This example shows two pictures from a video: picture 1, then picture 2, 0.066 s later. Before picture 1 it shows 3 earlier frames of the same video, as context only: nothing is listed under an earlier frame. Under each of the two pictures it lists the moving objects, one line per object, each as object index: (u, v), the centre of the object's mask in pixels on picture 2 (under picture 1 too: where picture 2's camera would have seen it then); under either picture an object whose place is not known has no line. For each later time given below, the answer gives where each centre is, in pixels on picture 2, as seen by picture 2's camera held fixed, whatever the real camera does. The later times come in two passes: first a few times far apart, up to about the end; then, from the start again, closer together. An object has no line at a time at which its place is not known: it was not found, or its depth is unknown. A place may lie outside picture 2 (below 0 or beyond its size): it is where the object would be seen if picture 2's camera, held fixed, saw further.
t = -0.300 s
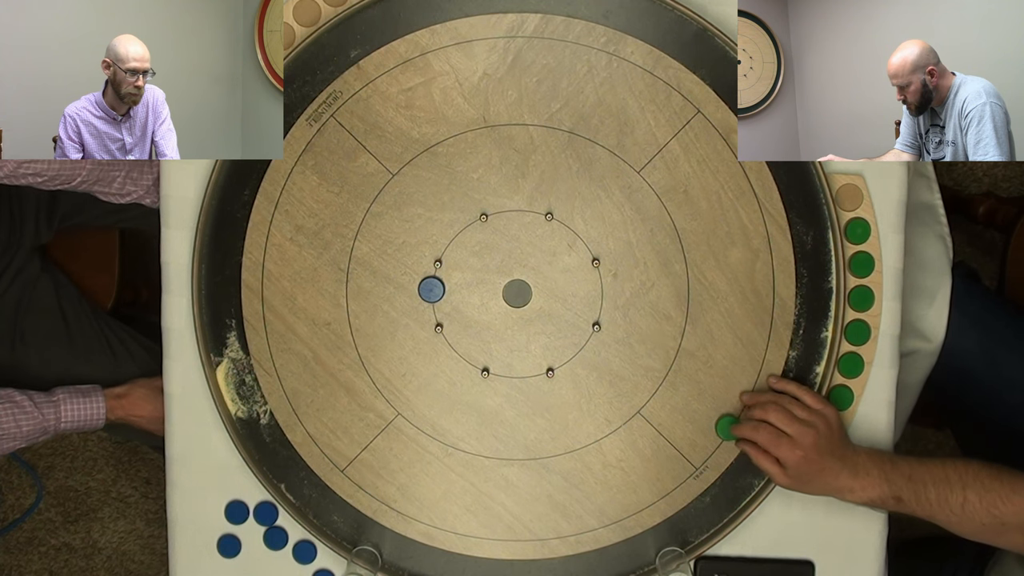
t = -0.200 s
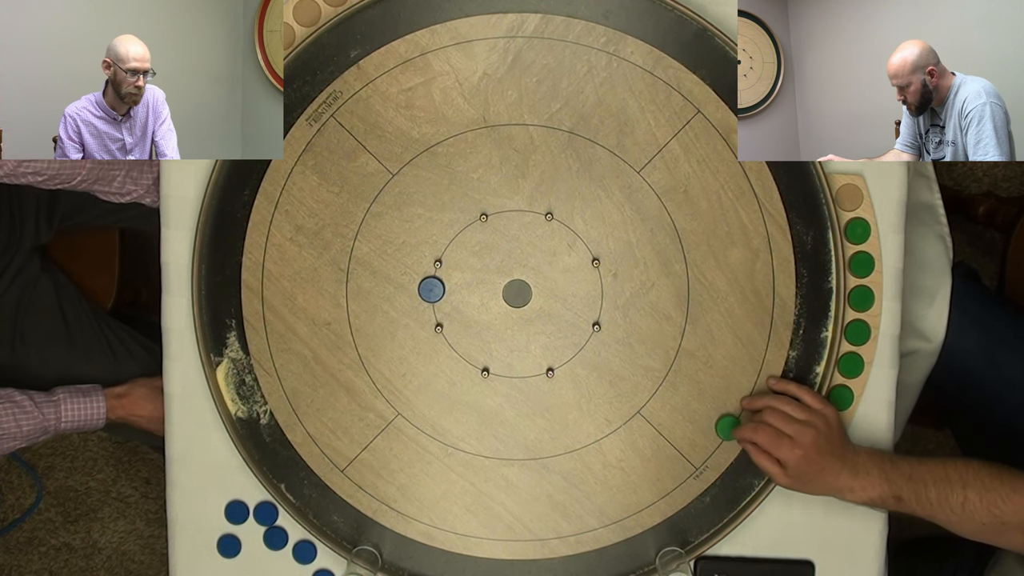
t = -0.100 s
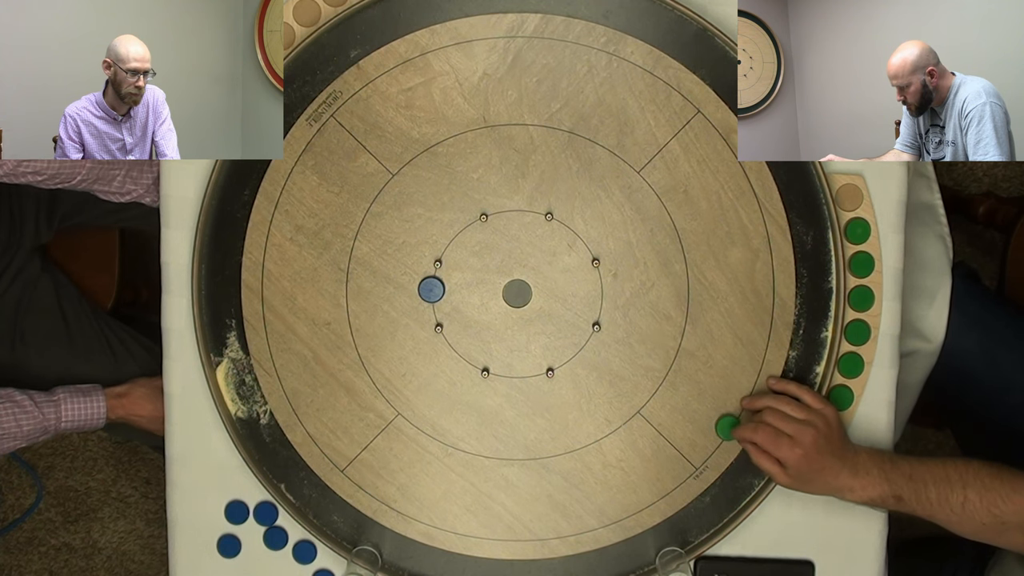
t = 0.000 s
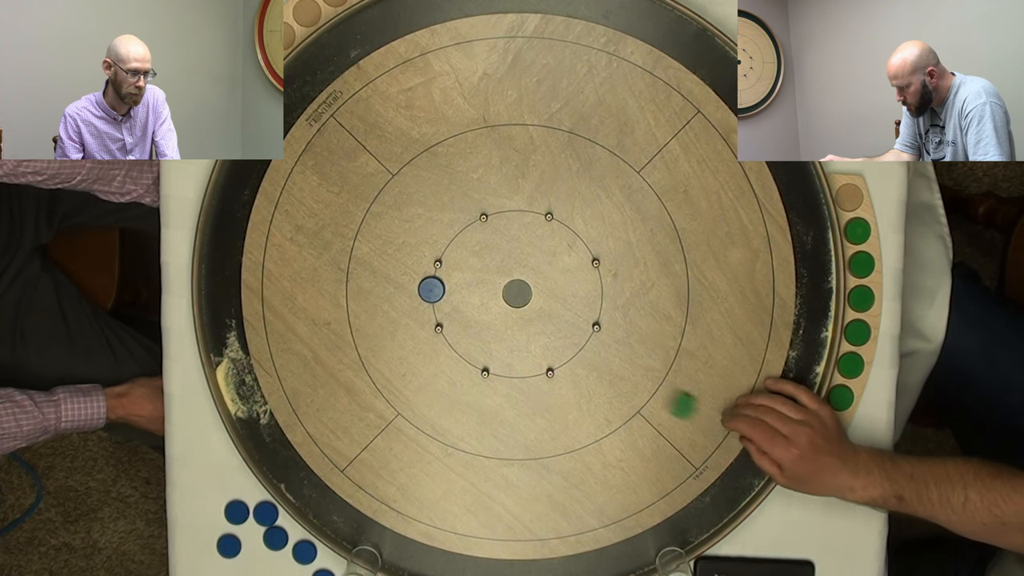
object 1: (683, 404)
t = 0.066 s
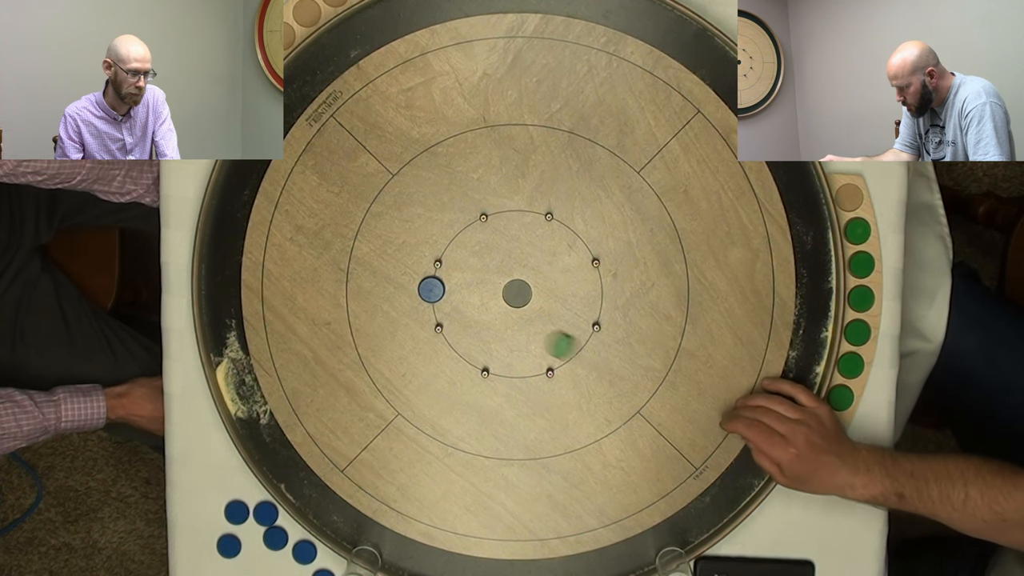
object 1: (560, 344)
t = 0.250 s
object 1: (479, 268)
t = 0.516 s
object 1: (533, 257)
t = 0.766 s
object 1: (557, 251)
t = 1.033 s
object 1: (565, 252)
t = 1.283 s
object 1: (565, 249)
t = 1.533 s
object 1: (564, 249)
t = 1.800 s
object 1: (564, 249)
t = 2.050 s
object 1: (564, 249)
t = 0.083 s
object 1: (531, 330)
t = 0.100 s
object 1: (503, 317)
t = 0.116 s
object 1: (474, 303)
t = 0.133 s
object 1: (457, 292)
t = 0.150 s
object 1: (454, 285)
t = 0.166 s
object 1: (453, 278)
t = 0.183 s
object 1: (454, 273)
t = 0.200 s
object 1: (460, 271)
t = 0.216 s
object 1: (467, 270)
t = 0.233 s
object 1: (473, 269)
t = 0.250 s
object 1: (479, 268)
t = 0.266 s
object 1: (484, 267)
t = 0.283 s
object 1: (489, 266)
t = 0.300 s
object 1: (494, 265)
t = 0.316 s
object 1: (498, 264)
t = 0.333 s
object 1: (502, 264)
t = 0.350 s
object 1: (506, 263)
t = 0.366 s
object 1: (510, 262)
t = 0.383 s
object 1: (513, 262)
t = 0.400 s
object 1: (516, 261)
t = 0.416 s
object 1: (519, 260)
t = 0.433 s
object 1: (521, 260)
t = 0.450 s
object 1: (524, 259)
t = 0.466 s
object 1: (526, 258)
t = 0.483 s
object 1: (528, 258)
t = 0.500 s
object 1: (531, 257)
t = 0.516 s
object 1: (533, 257)
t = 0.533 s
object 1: (535, 256)
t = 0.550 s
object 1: (536, 256)
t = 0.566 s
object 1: (538, 255)
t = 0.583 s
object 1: (540, 255)
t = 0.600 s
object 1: (542, 255)
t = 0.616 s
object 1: (544, 254)
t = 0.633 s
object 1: (545, 254)
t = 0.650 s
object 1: (547, 253)
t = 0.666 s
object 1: (549, 253)
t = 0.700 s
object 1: (552, 252)
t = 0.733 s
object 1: (555, 252)
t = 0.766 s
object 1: (557, 251)
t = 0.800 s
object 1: (559, 251)
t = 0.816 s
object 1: (560, 252)
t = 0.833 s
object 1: (561, 252)
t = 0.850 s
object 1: (562, 252)
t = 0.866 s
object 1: (562, 252)
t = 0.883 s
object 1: (562, 252)
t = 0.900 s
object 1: (562, 253)
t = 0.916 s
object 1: (562, 253)
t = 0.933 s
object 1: (563, 253)
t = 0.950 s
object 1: (563, 253)
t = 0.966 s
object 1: (563, 253)
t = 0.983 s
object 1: (563, 253)
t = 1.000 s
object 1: (564, 253)
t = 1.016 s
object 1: (564, 253)
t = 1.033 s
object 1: (565, 252)
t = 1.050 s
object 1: (565, 252)
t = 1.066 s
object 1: (565, 252)
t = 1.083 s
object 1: (565, 252)
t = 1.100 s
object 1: (565, 252)
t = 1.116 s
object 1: (565, 251)
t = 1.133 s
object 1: (565, 251)
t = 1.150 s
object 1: (565, 251)
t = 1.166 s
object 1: (565, 251)
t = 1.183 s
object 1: (565, 250)
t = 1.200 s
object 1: (565, 250)
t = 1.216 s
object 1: (565, 250)
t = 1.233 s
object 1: (565, 250)
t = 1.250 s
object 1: (565, 250)
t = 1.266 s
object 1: (565, 249)
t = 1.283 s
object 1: (565, 249)
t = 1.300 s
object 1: (564, 249)
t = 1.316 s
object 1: (564, 249)
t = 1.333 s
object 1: (564, 249)
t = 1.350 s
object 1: (564, 249)
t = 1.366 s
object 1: (564, 249)
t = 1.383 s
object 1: (564, 249)
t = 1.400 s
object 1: (564, 249)
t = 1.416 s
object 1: (564, 249)
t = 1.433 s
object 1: (564, 249)
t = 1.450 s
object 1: (564, 249)
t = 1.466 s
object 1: (564, 249)
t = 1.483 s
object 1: (564, 249)
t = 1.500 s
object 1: (564, 249)
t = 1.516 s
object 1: (564, 249)
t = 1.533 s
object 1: (564, 249)
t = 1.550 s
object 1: (564, 249)
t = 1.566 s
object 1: (564, 249)
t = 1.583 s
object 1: (564, 249)
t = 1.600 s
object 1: (564, 249)
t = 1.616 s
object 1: (564, 249)
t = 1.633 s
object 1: (564, 249)
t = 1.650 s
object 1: (564, 249)
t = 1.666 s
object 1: (564, 249)
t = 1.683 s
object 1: (564, 249)
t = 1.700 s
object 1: (564, 249)
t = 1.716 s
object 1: (564, 249)
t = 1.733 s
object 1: (564, 249)
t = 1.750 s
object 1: (564, 249)
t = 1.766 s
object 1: (564, 249)
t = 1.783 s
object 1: (564, 249)
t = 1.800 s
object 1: (564, 249)
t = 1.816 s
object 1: (564, 249)
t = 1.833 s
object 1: (564, 249)
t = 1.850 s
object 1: (564, 249)
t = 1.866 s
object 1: (564, 249)
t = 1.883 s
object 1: (564, 249)
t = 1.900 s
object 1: (564, 249)
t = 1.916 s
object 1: (564, 249)
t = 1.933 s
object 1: (564, 249)
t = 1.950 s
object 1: (564, 249)
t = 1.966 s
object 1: (564, 249)
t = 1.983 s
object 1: (564, 249)
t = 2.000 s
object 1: (564, 249)
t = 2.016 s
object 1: (564, 249)
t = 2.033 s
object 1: (564, 249)
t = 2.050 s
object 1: (564, 249)
